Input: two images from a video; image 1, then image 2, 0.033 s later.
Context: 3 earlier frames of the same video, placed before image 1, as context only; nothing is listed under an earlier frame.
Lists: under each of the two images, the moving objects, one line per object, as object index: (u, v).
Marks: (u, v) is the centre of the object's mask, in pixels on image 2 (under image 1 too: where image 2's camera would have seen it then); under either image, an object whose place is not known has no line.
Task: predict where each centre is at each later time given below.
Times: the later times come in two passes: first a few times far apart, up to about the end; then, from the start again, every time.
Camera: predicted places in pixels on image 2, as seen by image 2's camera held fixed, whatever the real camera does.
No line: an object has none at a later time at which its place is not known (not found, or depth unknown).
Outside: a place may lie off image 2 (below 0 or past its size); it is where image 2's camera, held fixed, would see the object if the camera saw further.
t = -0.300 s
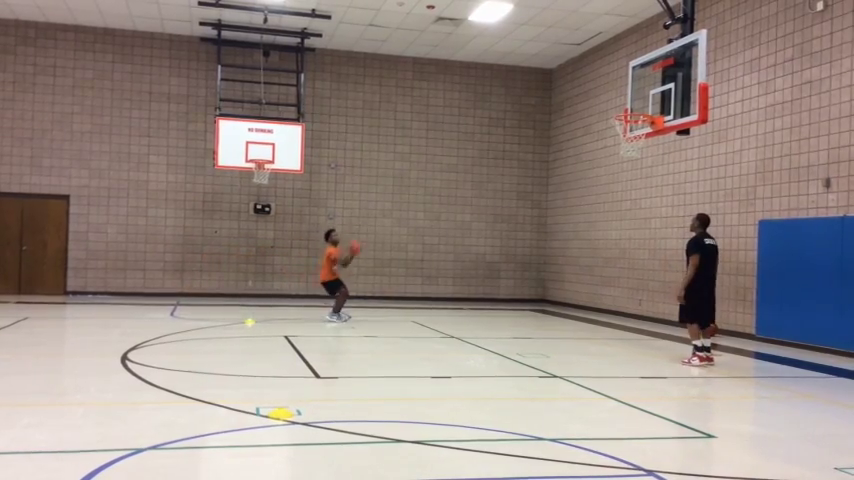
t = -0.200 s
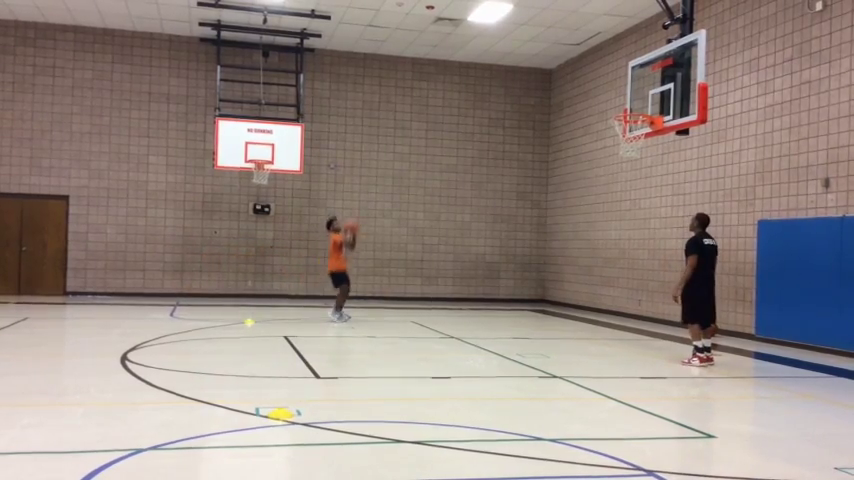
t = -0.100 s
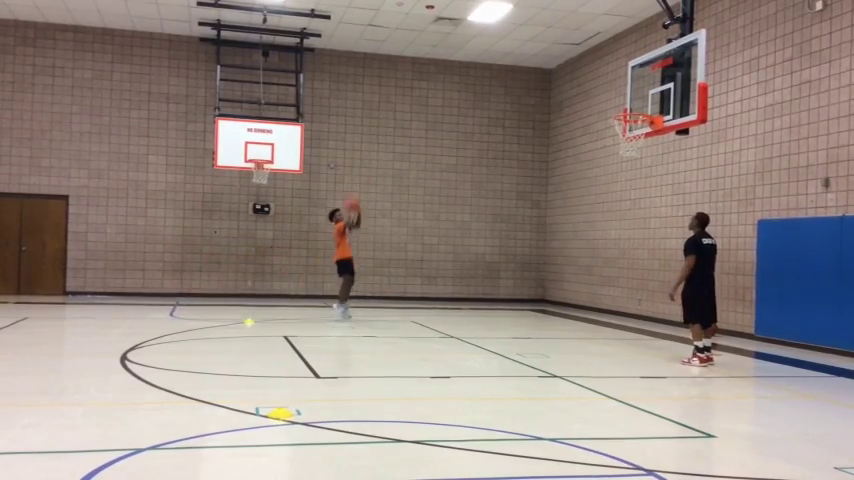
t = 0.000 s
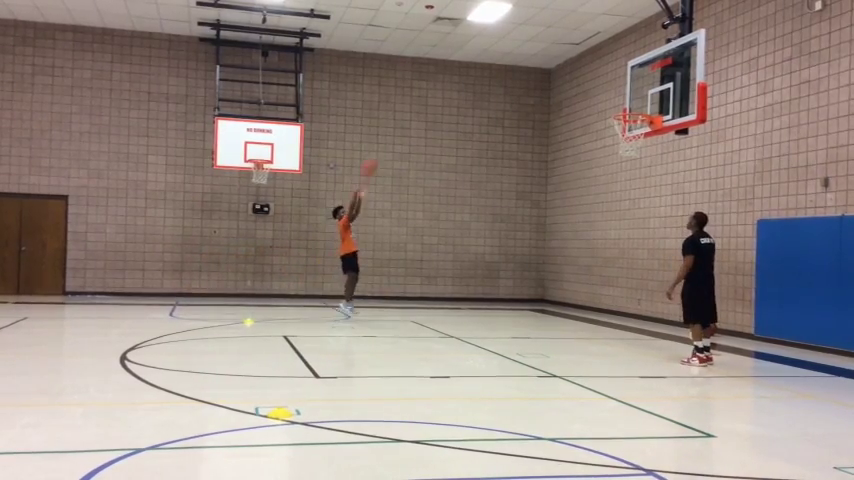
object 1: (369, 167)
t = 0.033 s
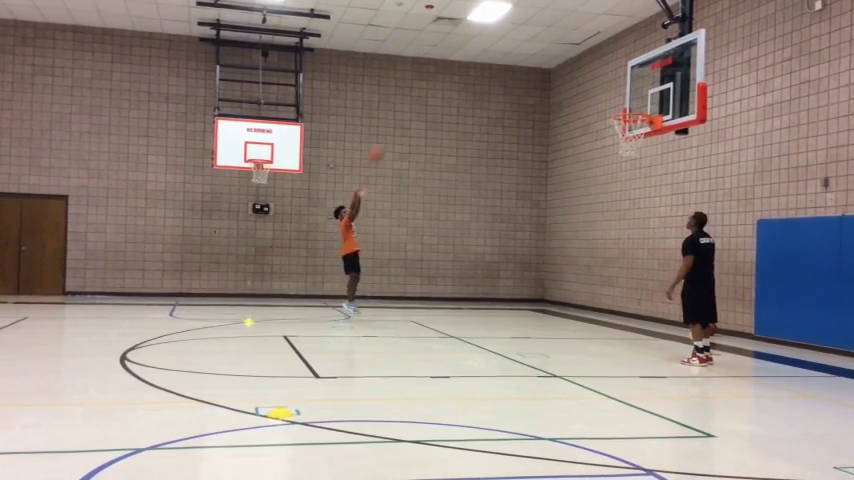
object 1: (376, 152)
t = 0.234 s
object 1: (420, 92)
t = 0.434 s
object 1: (465, 53)
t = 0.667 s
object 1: (521, 34)
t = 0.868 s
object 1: (573, 47)
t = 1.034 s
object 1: (617, 81)
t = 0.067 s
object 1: (384, 143)
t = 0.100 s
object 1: (390, 131)
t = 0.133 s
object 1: (398, 121)
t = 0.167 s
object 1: (405, 112)
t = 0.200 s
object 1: (412, 102)
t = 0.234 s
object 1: (420, 92)
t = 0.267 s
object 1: (427, 85)
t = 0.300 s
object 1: (434, 76)
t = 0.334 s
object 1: (442, 69)
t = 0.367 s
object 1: (448, 65)
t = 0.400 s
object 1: (457, 58)
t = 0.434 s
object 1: (465, 53)
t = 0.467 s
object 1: (472, 48)
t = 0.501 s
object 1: (481, 44)
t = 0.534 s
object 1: (488, 40)
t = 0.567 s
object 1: (496, 38)
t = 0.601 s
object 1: (504, 37)
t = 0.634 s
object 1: (512, 34)
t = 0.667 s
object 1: (521, 34)
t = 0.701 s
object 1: (530, 34)
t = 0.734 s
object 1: (538, 35)
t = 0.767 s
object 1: (546, 37)
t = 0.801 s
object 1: (555, 39)
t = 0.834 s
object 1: (564, 42)
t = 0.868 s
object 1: (573, 47)
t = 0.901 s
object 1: (582, 53)
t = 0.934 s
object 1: (590, 56)
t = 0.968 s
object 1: (599, 63)
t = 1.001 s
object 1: (608, 71)
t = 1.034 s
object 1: (617, 81)
